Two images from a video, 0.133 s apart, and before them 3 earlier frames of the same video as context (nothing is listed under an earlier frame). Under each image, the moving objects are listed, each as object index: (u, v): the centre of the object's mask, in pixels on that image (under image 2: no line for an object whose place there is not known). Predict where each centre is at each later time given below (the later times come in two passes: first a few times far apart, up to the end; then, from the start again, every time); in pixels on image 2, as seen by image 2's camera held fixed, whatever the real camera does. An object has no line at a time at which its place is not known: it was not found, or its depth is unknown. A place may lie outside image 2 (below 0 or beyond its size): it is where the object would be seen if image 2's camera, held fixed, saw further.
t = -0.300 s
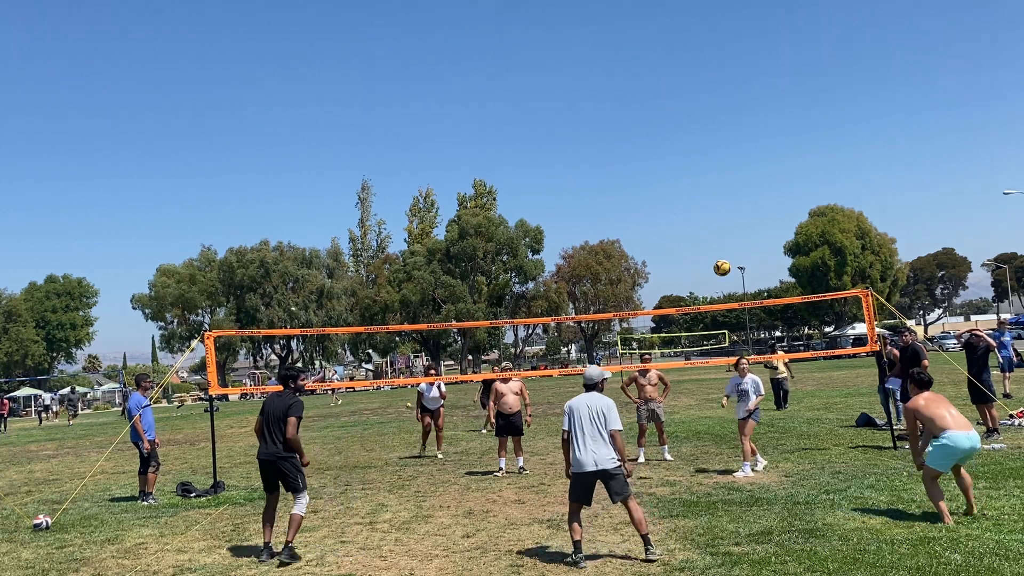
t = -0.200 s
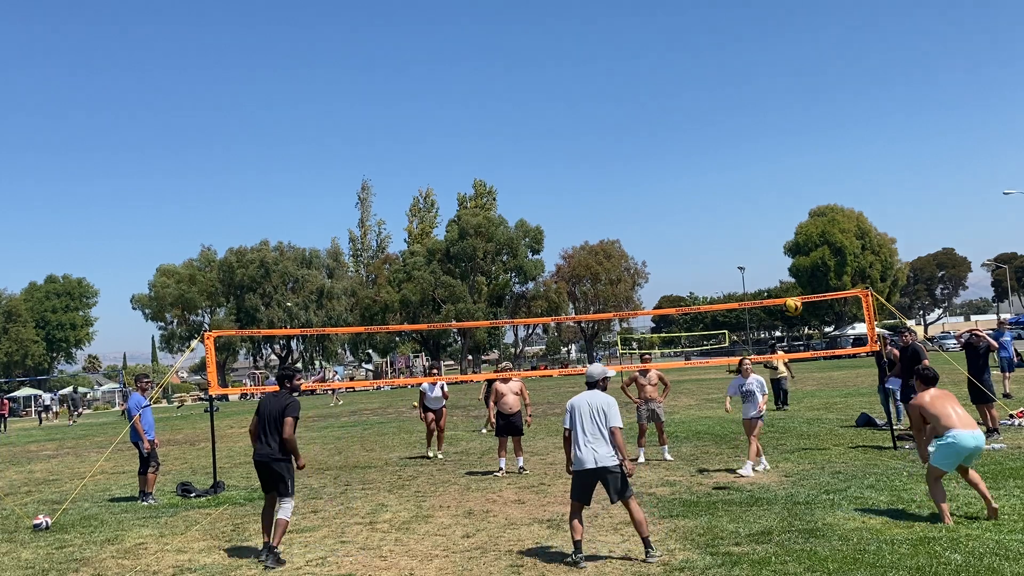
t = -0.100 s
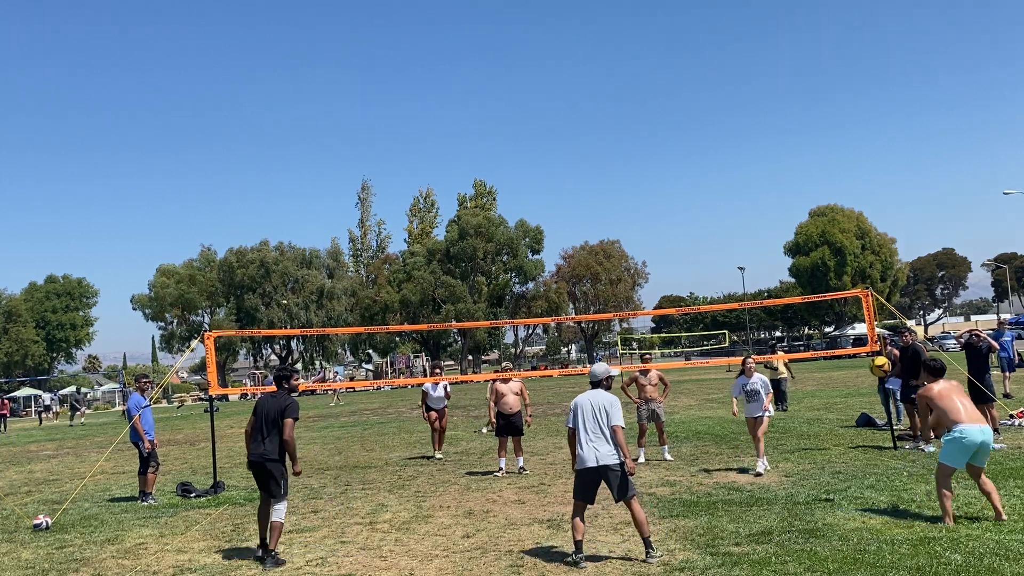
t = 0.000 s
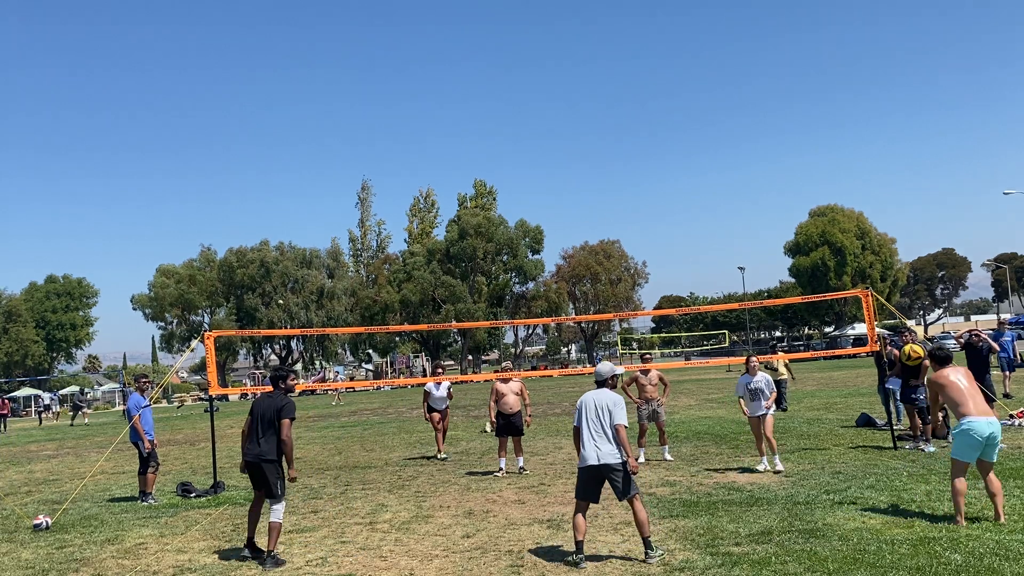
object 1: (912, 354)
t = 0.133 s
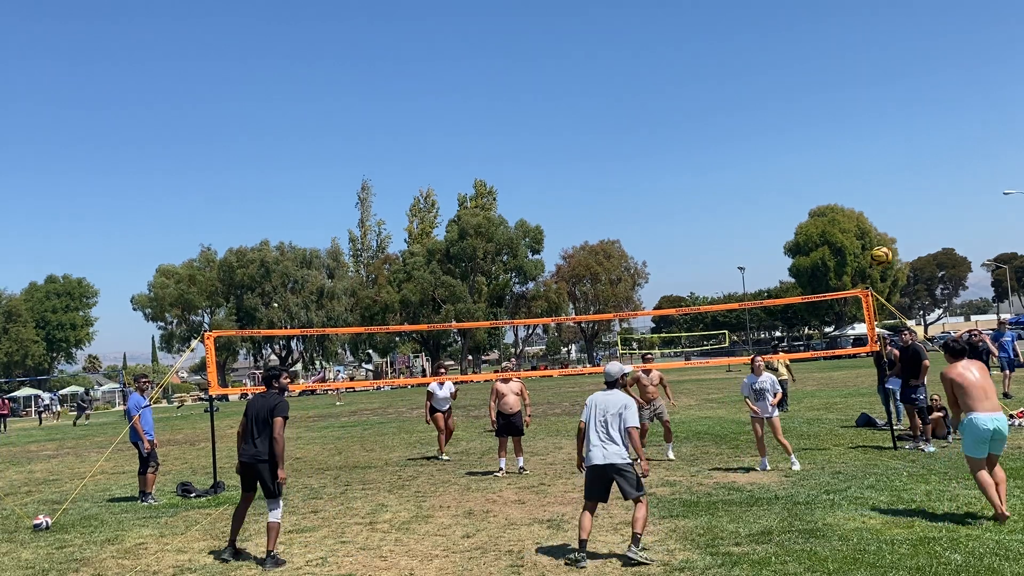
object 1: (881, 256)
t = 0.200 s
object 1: (868, 217)
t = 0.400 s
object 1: (835, 133)
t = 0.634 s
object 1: (807, 88)
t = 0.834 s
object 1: (789, 86)
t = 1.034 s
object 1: (776, 113)
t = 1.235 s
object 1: (766, 165)
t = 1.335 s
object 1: (763, 199)
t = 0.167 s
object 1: (874, 235)
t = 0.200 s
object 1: (868, 217)
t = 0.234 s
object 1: (861, 200)
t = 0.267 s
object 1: (855, 184)
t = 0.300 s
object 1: (850, 169)
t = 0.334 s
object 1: (844, 156)
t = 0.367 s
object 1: (840, 144)
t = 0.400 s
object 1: (835, 133)
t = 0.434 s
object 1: (830, 124)
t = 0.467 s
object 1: (826, 115)
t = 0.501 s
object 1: (822, 108)
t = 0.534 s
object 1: (817, 101)
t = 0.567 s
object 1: (814, 95)
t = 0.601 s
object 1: (810, 91)
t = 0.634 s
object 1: (807, 88)
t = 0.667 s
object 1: (803, 85)
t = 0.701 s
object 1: (800, 84)
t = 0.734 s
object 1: (797, 83)
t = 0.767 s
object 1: (794, 83)
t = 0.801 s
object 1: (791, 84)
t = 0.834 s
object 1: (789, 86)
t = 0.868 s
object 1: (786, 88)
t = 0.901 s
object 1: (784, 92)
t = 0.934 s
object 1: (781, 96)
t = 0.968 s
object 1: (779, 101)
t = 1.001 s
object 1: (777, 106)
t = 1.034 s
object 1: (776, 113)
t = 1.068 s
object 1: (774, 120)
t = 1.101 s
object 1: (772, 127)
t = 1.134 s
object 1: (771, 136)
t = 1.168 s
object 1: (769, 145)
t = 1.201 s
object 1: (768, 155)
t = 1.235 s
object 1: (766, 165)
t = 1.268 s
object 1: (765, 176)
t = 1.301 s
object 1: (764, 187)
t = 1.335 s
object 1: (763, 199)
